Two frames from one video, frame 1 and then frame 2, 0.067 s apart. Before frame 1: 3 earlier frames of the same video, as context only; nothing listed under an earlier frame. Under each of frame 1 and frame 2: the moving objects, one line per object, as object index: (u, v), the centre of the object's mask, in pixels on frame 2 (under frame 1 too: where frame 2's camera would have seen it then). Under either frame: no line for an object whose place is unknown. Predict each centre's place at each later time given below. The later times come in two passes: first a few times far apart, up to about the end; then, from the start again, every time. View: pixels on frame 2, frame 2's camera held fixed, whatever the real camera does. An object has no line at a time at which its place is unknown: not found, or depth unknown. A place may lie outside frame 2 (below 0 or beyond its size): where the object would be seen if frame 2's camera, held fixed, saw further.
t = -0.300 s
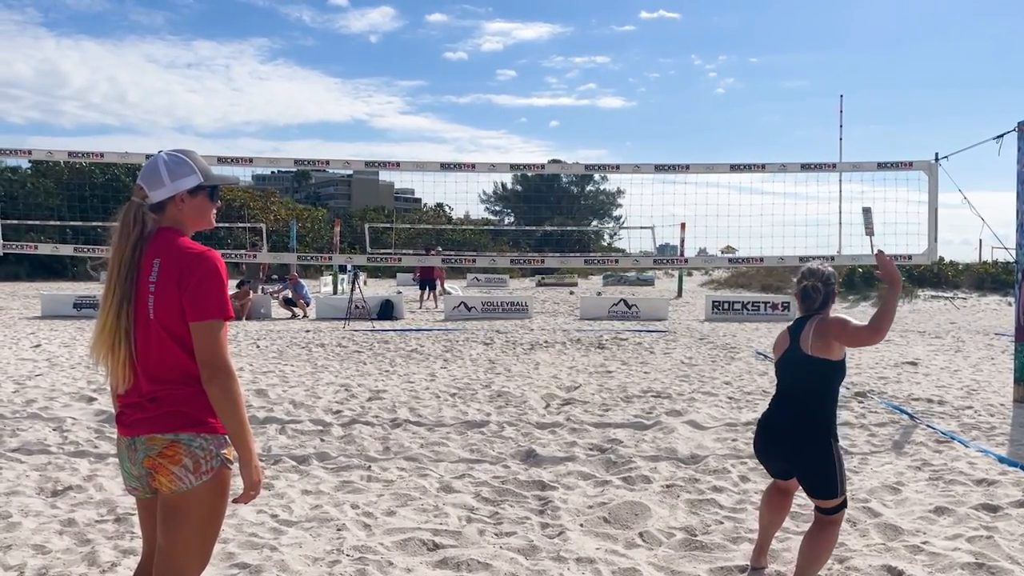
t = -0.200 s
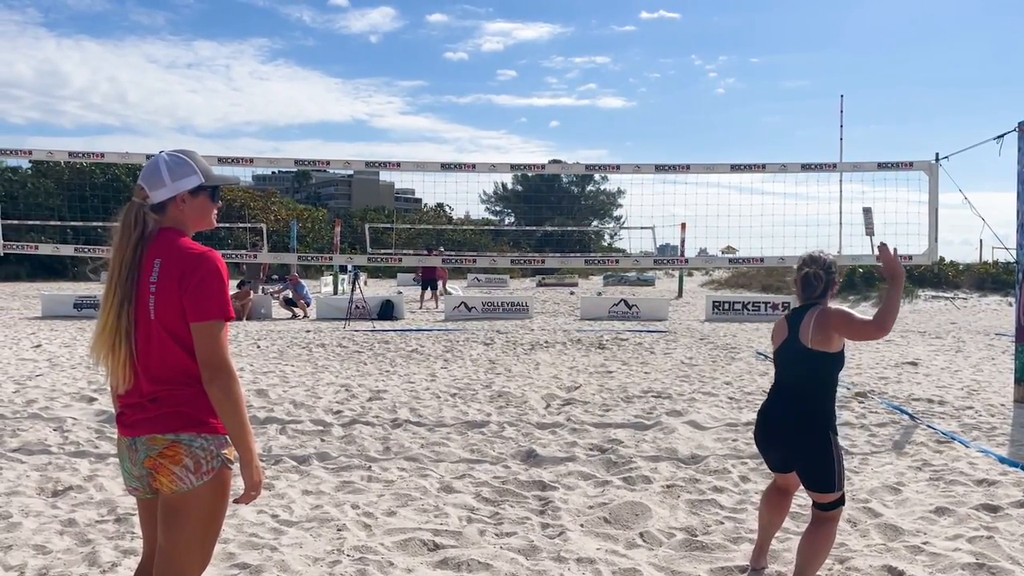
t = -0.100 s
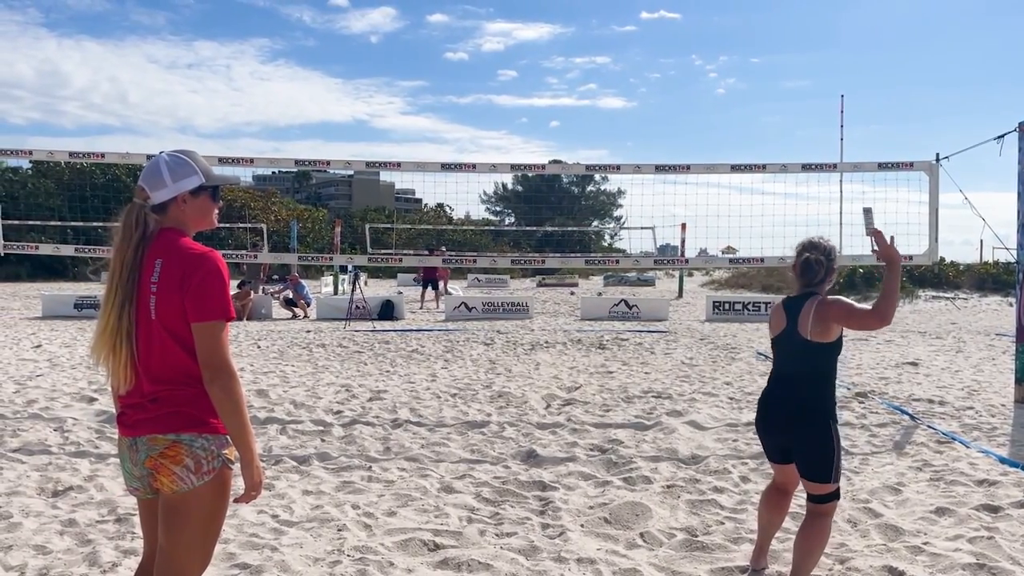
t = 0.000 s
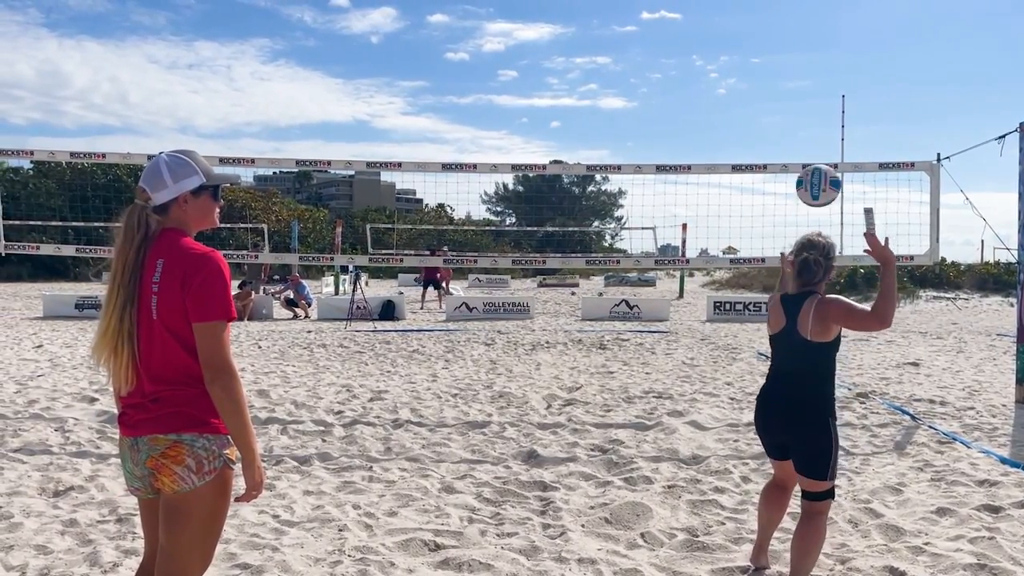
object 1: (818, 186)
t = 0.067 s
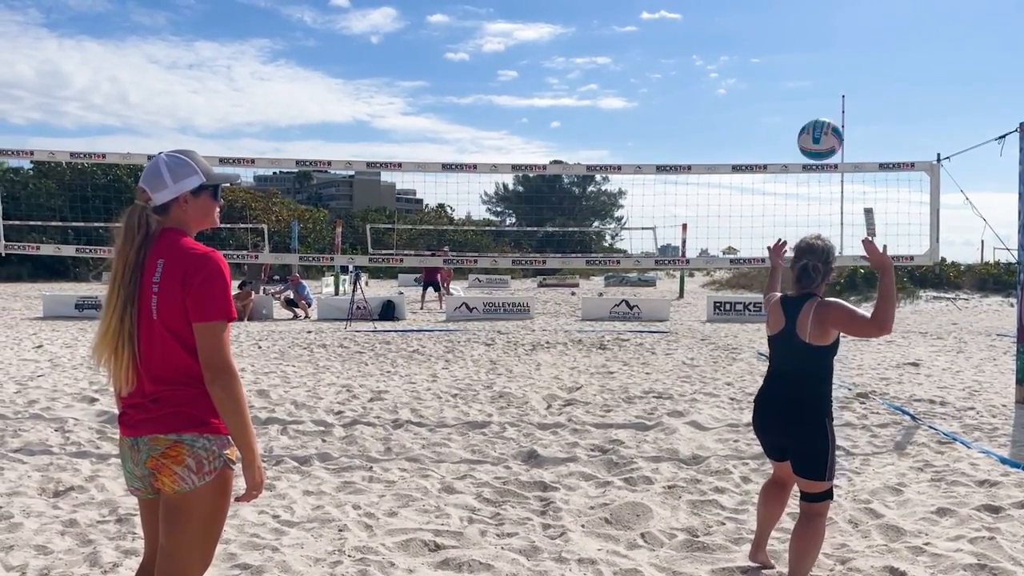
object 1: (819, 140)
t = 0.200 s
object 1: (821, 74)
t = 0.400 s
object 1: (821, 43)
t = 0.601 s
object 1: (816, 90)
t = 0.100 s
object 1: (820, 120)
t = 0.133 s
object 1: (821, 102)
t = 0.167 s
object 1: (821, 87)
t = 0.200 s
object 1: (821, 74)
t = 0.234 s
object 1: (821, 63)
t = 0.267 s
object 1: (821, 55)
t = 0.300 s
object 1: (821, 49)
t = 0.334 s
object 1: (821, 44)
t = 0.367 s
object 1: (821, 42)
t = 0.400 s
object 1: (821, 43)
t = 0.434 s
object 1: (820, 45)
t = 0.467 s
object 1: (819, 50)
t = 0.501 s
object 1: (819, 57)
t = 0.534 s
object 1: (818, 66)
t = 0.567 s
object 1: (817, 77)
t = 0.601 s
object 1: (816, 90)
